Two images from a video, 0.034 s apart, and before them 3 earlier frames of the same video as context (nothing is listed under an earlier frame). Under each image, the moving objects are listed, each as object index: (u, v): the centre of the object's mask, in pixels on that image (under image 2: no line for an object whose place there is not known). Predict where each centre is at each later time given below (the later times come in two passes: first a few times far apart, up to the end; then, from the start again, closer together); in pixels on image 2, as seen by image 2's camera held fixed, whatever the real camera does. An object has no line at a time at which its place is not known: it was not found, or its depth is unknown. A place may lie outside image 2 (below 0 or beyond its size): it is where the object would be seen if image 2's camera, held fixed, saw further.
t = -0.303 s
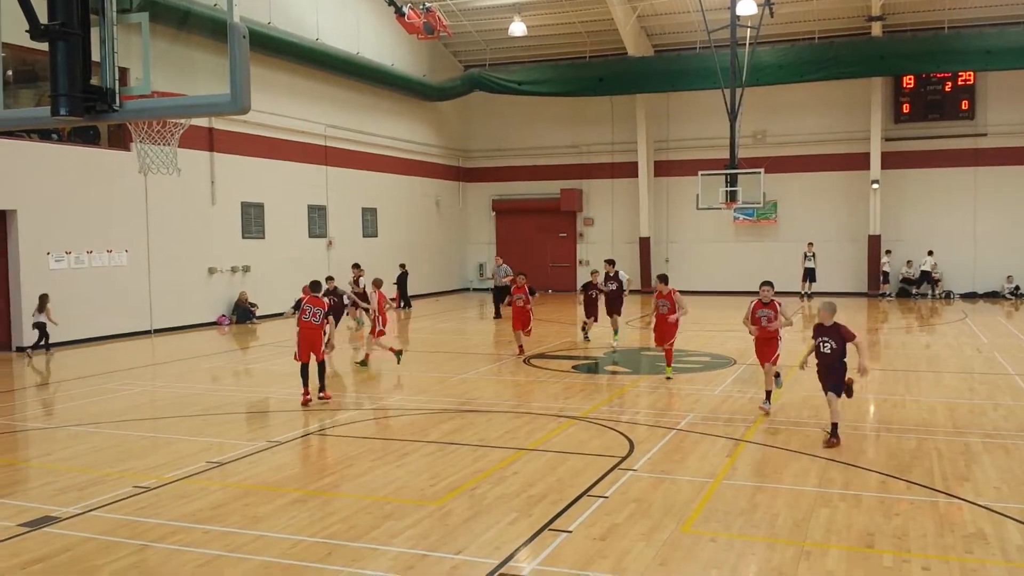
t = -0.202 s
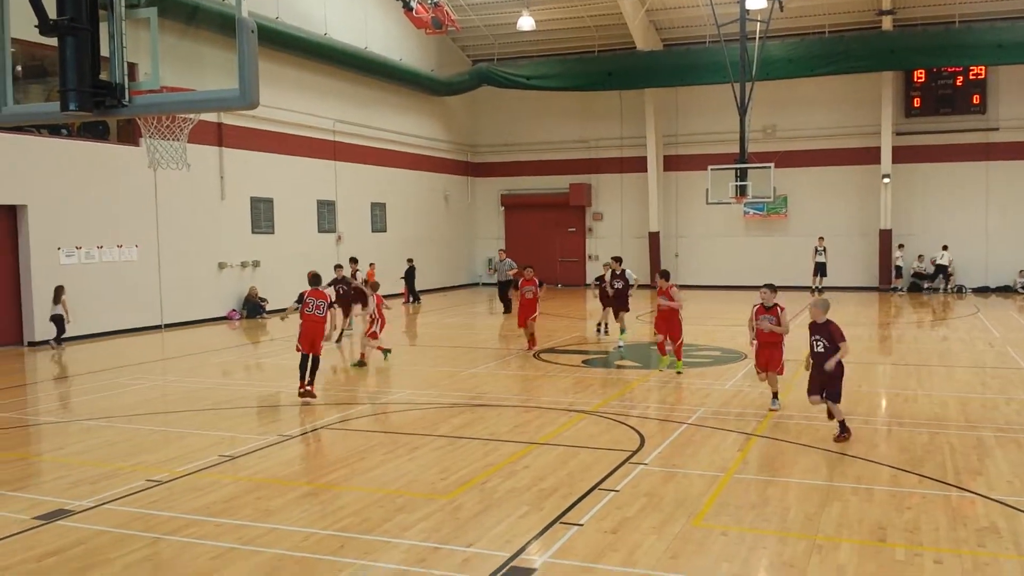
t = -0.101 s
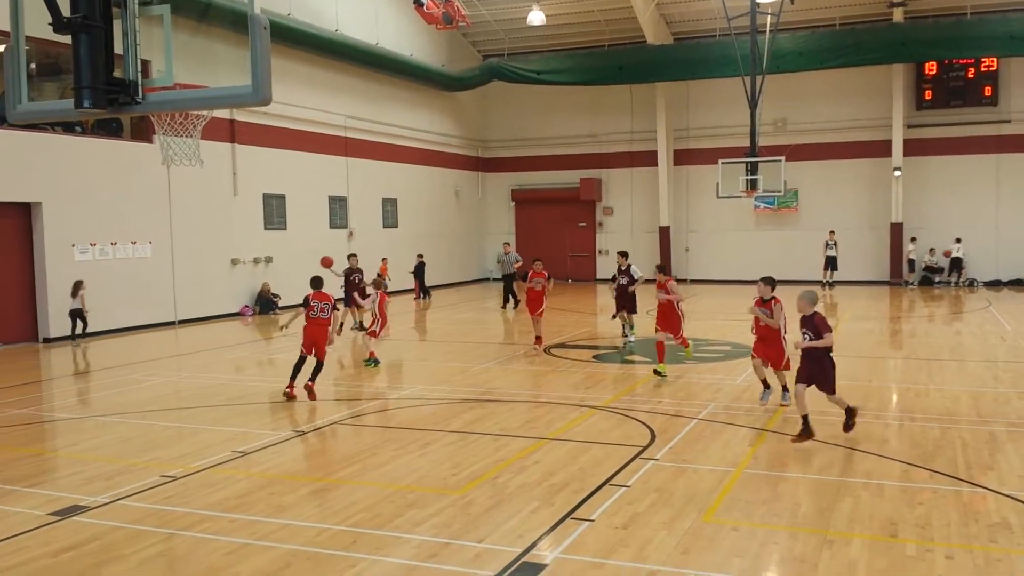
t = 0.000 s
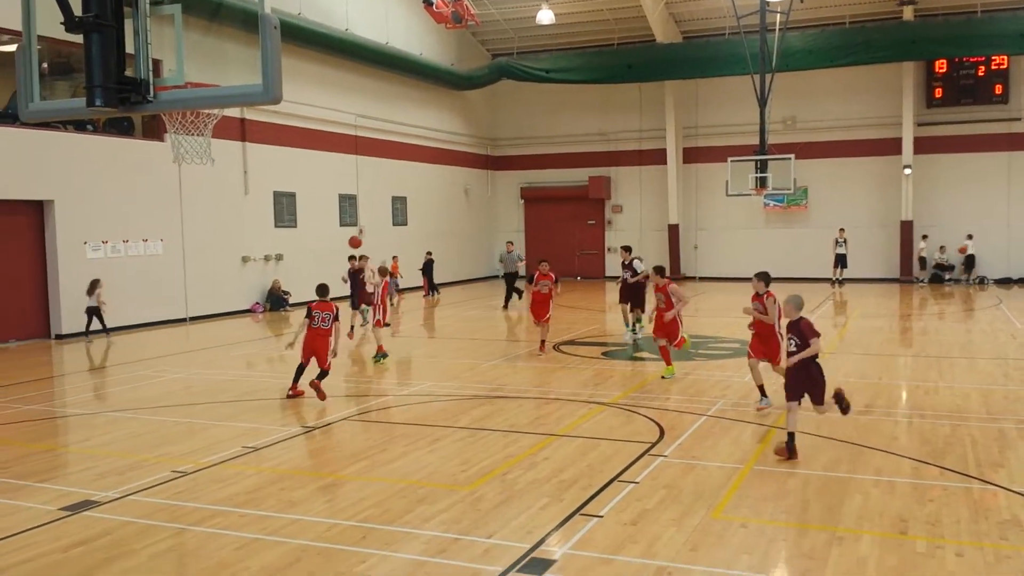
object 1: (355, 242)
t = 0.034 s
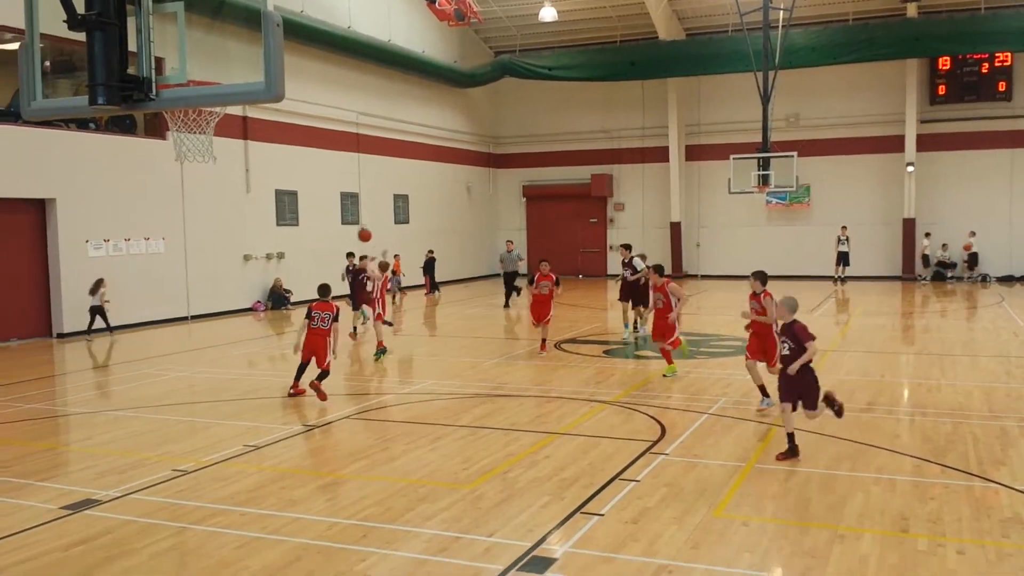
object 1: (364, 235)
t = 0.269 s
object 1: (423, 205)
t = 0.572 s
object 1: (537, 202)
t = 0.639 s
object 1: (572, 215)
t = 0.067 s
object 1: (372, 231)
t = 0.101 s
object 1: (380, 226)
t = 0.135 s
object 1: (388, 221)
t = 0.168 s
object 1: (396, 216)
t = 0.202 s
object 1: (404, 213)
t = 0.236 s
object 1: (413, 209)
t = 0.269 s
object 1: (423, 205)
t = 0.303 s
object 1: (433, 203)
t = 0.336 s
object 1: (444, 201)
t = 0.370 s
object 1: (455, 200)
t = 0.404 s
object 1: (466, 198)
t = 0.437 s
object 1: (480, 198)
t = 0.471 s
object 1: (493, 198)
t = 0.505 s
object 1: (507, 200)
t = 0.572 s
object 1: (537, 202)
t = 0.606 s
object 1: (555, 209)
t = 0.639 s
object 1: (572, 215)
